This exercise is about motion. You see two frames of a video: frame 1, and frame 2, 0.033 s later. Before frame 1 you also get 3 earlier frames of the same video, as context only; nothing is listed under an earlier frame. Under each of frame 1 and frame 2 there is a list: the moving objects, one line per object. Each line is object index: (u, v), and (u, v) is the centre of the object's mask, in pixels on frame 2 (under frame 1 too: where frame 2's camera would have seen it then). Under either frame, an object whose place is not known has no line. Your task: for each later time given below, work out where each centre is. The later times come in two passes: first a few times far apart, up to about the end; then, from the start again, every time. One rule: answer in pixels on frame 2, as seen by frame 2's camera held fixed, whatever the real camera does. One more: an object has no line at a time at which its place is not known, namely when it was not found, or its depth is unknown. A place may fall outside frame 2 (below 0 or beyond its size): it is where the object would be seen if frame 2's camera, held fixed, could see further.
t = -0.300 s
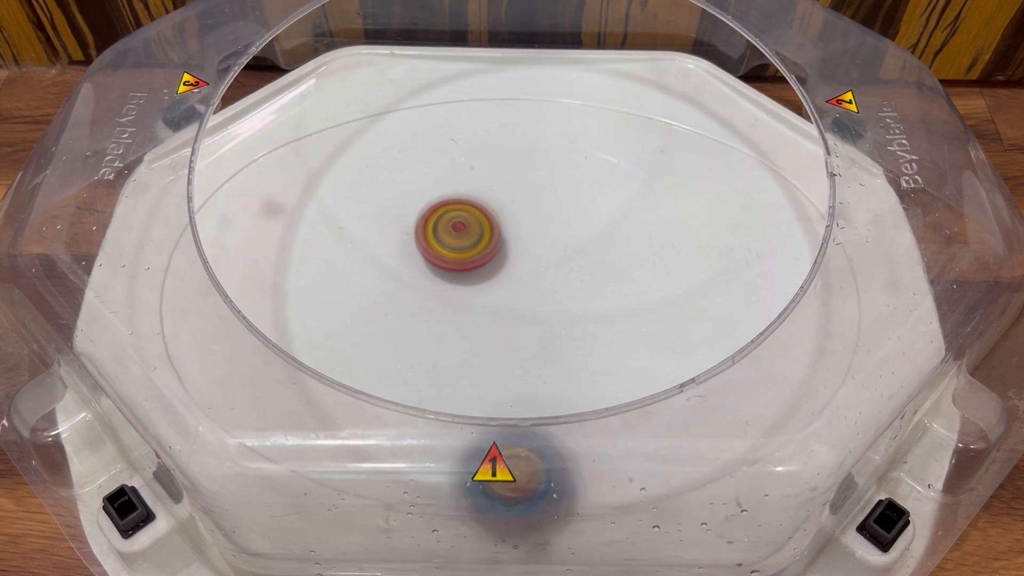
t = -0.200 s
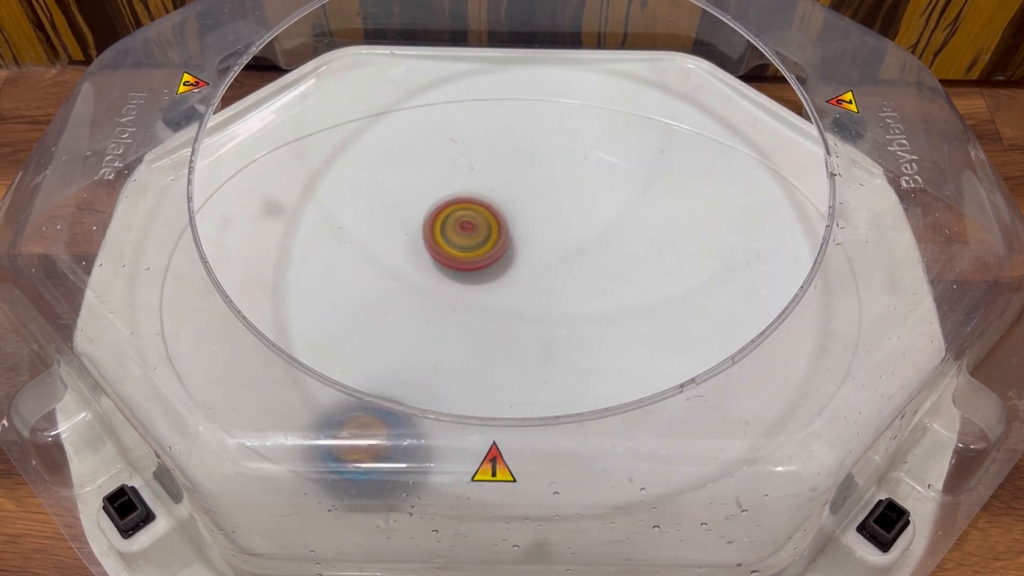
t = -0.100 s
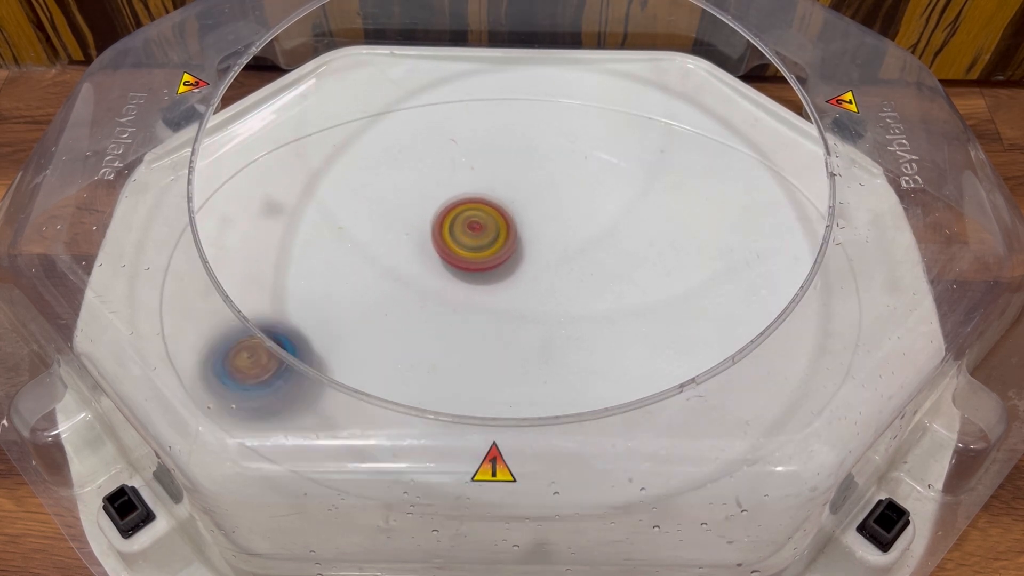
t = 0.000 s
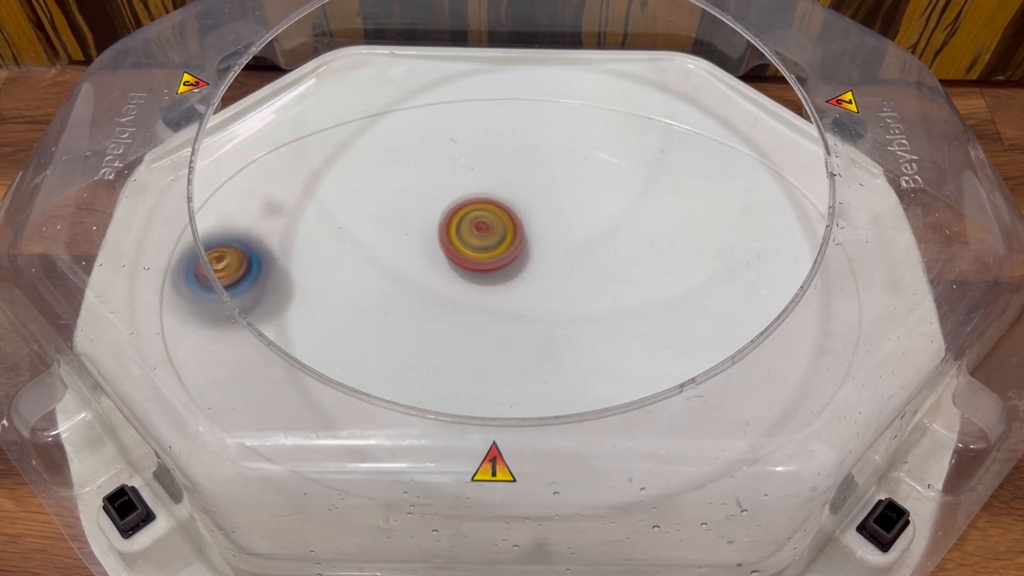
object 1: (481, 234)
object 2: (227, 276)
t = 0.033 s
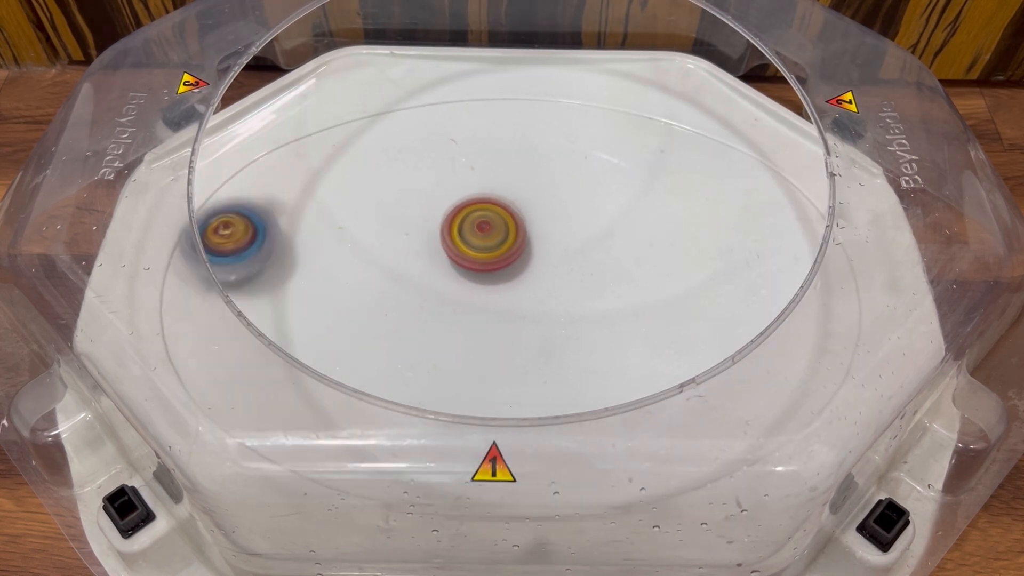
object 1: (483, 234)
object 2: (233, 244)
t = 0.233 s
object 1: (496, 235)
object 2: (389, 114)
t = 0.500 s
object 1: (515, 243)
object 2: (688, 123)
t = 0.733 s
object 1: (534, 249)
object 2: (855, 279)
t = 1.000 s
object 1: (553, 260)
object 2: (684, 468)
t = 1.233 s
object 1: (572, 267)
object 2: (357, 438)
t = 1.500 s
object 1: (586, 280)
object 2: (258, 208)
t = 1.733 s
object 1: (595, 290)
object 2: (463, 95)
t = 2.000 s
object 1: (600, 301)
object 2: (719, 149)
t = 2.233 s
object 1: (600, 310)
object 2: (828, 329)
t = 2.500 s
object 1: (590, 319)
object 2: (573, 478)
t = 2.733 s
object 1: (577, 326)
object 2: (276, 383)
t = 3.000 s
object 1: (563, 329)
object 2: (279, 171)
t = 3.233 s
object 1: (544, 321)
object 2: (494, 101)
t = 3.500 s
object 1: (514, 305)
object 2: (753, 202)
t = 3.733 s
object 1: (492, 297)
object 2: (764, 384)
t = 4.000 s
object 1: (474, 290)
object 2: (444, 465)
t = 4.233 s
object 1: (464, 285)
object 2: (262, 329)
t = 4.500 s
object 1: (460, 279)
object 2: (358, 158)
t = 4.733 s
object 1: (463, 273)
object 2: (581, 140)
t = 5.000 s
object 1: (470, 265)
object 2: (767, 273)
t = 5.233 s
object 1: (479, 260)
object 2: (679, 411)
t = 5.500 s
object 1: (491, 255)
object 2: (417, 390)
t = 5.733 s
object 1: (501, 255)
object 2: (335, 269)
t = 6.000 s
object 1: (512, 256)
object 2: (476, 170)
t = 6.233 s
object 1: (520, 259)
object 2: (643, 206)
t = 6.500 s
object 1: (529, 265)
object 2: (673, 331)
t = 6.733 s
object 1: (536, 272)
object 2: (519, 368)
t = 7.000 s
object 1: (542, 279)
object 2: (421, 269)
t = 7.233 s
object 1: (545, 286)
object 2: (509, 206)
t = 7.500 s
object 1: (542, 303)
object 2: (627, 265)
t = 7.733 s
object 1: (501, 323)
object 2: (642, 310)
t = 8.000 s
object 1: (481, 337)
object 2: (585, 316)
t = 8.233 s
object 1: (457, 339)
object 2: (578, 308)
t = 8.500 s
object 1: (432, 331)
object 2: (554, 286)
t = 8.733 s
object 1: (412, 320)
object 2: (545, 249)
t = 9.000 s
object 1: (401, 300)
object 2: (578, 237)
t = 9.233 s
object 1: (401, 278)
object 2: (568, 260)
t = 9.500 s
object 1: (409, 255)
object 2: (501, 285)
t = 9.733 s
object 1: (390, 225)
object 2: (525, 298)
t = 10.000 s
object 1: (407, 216)
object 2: (530, 307)
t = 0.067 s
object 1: (485, 234)
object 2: (245, 214)
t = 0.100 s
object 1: (488, 234)
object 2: (266, 186)
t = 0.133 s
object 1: (490, 234)
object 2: (290, 164)
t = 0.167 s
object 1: (492, 234)
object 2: (319, 144)
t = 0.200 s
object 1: (494, 234)
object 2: (353, 127)
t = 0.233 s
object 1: (496, 235)
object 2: (389, 114)
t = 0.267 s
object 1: (498, 236)
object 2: (428, 103)
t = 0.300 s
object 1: (500, 236)
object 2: (469, 96)
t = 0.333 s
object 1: (502, 238)
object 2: (508, 94)
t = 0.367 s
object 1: (504, 239)
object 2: (549, 96)
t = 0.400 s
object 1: (507, 240)
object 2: (586, 100)
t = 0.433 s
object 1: (510, 241)
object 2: (624, 106)
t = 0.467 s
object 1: (512, 242)
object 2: (656, 113)
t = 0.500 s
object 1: (515, 243)
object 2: (688, 123)
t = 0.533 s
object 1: (518, 244)
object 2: (717, 137)
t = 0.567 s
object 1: (521, 245)
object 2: (744, 157)
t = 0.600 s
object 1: (523, 245)
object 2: (771, 173)
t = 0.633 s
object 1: (526, 246)
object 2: (795, 195)
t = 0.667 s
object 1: (529, 247)
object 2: (825, 222)
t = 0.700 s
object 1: (531, 248)
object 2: (843, 250)
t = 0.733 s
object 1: (534, 249)
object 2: (855, 279)
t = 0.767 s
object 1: (537, 250)
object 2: (855, 309)
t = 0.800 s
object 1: (539, 251)
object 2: (853, 337)
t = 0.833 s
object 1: (541, 252)
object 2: (840, 366)
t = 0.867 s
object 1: (543, 254)
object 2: (823, 391)
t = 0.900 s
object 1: (545, 256)
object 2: (794, 415)
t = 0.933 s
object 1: (547, 258)
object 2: (765, 436)
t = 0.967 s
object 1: (550, 259)
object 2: (725, 455)
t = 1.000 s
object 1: (553, 260)
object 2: (684, 468)
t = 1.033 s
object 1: (556, 262)
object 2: (638, 476)
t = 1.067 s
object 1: (558, 262)
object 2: (595, 481)
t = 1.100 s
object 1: (561, 263)
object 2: (551, 483)
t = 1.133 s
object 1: (564, 264)
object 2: (497, 477)
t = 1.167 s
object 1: (567, 265)
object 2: (445, 467)
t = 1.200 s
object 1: (569, 266)
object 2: (399, 456)
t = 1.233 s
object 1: (572, 267)
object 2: (357, 438)
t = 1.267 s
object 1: (575, 269)
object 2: (319, 413)
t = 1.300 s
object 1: (577, 270)
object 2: (289, 383)
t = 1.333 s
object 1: (579, 272)
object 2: (267, 355)
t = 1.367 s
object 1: (581, 274)
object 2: (253, 328)
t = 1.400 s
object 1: (583, 275)
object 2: (243, 297)
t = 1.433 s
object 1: (584, 277)
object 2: (240, 265)
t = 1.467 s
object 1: (586, 279)
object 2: (245, 234)
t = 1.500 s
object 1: (586, 280)
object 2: (258, 208)
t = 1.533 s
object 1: (588, 281)
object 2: (276, 182)
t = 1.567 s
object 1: (589, 283)
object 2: (299, 161)
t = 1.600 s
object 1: (591, 285)
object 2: (325, 142)
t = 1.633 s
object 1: (592, 286)
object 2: (355, 126)
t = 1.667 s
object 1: (592, 287)
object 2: (389, 111)
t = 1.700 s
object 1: (594, 289)
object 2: (425, 102)
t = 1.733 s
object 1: (595, 290)
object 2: (463, 95)
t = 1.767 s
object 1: (595, 291)
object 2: (499, 93)
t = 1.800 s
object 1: (596, 293)
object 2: (534, 95)
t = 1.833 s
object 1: (597, 294)
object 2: (570, 98)
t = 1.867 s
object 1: (598, 295)
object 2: (605, 105)
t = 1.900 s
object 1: (599, 297)
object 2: (636, 112)
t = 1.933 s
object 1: (599, 299)
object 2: (666, 122)
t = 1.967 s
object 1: (600, 300)
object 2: (694, 134)
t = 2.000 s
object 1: (600, 301)
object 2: (719, 149)
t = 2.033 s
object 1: (600, 302)
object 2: (746, 168)
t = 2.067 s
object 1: (601, 304)
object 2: (771, 189)
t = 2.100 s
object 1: (601, 305)
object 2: (794, 212)
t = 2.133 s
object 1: (601, 306)
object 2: (815, 239)
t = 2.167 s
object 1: (601, 308)
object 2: (827, 269)
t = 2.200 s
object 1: (600, 308)
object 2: (833, 298)
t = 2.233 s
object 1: (600, 310)
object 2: (828, 329)
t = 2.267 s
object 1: (600, 312)
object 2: (816, 362)
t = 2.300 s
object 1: (599, 312)
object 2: (797, 388)
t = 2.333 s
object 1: (598, 314)
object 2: (769, 412)
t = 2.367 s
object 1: (597, 315)
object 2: (736, 433)
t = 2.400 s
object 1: (596, 316)
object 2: (697, 455)
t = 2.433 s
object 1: (594, 317)
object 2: (657, 466)
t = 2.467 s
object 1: (592, 318)
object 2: (616, 474)
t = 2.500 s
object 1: (590, 319)
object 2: (573, 478)
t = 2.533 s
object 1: (588, 321)
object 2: (526, 477)
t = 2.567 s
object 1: (586, 322)
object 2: (475, 475)
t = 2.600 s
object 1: (584, 322)
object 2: (424, 465)
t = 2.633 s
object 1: (582, 324)
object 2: (383, 454)
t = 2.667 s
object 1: (580, 325)
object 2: (342, 435)
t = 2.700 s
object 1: (579, 326)
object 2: (304, 400)
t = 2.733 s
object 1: (577, 326)
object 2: (276, 383)
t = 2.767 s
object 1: (575, 327)
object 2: (255, 357)
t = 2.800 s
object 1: (573, 328)
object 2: (239, 330)
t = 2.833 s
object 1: (572, 328)
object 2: (231, 302)
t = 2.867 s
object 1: (570, 328)
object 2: (227, 273)
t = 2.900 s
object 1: (568, 329)
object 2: (233, 244)
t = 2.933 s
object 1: (567, 329)
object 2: (241, 216)
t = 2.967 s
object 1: (565, 329)
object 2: (257, 192)
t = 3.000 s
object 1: (563, 329)
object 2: (279, 171)
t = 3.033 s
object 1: (560, 329)
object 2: (301, 153)
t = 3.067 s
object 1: (558, 328)
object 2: (327, 137)
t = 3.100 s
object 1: (555, 327)
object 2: (357, 124)
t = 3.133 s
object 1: (553, 326)
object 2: (389, 112)
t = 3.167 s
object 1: (550, 325)
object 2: (423, 104)
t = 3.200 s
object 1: (547, 323)
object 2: (460, 101)
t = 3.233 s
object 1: (544, 321)
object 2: (494, 101)
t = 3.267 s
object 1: (540, 320)
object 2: (531, 104)
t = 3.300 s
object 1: (536, 317)
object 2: (565, 110)
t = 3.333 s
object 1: (532, 315)
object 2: (601, 118)
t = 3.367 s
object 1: (528, 313)
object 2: (634, 128)
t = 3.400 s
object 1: (524, 311)
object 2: (666, 142)
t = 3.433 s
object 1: (521, 309)
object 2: (697, 160)
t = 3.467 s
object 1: (517, 307)
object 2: (727, 180)
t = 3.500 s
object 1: (514, 305)
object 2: (753, 202)
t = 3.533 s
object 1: (511, 304)
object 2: (774, 227)
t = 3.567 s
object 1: (507, 303)
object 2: (785, 249)
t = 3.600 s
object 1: (504, 302)
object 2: (800, 278)
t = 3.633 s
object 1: (501, 300)
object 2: (801, 309)
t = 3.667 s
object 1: (497, 299)
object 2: (797, 335)
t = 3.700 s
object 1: (495, 299)
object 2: (783, 362)
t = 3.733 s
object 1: (492, 297)
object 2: (764, 384)
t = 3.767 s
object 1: (490, 296)
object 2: (738, 407)
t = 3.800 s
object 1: (487, 295)
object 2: (710, 427)
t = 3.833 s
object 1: (485, 294)
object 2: (673, 443)
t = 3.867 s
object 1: (483, 293)
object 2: (631, 457)
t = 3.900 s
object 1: (481, 292)
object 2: (586, 465)
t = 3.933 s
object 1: (478, 291)
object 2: (546, 470)
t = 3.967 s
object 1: (476, 291)
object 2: (492, 469)
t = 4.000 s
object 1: (474, 290)
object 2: (444, 465)
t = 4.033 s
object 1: (473, 289)
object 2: (405, 456)
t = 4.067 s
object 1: (471, 288)
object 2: (368, 443)
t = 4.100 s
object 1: (469, 288)
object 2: (337, 419)
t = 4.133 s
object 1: (468, 287)
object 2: (309, 393)
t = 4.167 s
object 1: (467, 286)
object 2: (287, 376)
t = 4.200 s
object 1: (465, 285)
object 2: (273, 353)
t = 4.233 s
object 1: (464, 285)
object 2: (262, 329)
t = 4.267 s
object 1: (463, 284)
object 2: (251, 302)
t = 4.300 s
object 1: (462, 283)
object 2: (253, 275)
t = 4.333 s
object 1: (462, 282)
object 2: (258, 252)
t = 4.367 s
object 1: (461, 281)
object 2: (270, 229)
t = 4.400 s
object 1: (461, 281)
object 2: (289, 208)
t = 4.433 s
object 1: (461, 280)
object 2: (307, 188)
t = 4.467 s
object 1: (460, 280)
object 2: (333, 172)
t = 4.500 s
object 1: (460, 279)
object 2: (358, 158)
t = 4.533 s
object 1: (460, 278)
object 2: (385, 147)
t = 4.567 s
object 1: (460, 277)
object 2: (414, 138)
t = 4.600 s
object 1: (461, 277)
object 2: (445, 132)
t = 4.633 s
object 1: (461, 276)
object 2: (478, 129)
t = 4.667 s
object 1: (461, 275)
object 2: (511, 130)
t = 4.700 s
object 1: (462, 274)
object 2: (547, 134)
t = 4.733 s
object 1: (463, 273)
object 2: (581, 140)
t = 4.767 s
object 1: (463, 272)
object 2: (611, 149)
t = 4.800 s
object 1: (464, 271)
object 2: (643, 159)
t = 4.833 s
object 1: (464, 271)
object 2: (671, 172)
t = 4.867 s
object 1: (466, 269)
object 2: (700, 194)
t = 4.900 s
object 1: (467, 268)
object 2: (724, 213)
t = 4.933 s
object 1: (468, 267)
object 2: (741, 231)
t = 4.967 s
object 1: (469, 266)
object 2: (758, 252)
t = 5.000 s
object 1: (470, 265)
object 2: (767, 273)
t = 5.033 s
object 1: (471, 264)
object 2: (771, 297)
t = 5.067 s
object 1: (472, 264)
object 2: (768, 320)
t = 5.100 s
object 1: (474, 263)
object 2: (758, 342)
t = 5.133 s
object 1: (475, 261)
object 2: (743, 362)
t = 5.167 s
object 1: (476, 261)
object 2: (723, 378)
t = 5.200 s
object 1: (477, 260)
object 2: (704, 396)
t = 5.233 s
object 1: (479, 260)
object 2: (679, 411)
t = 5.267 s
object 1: (481, 259)
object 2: (647, 424)
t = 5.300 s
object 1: (482, 258)
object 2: (614, 431)
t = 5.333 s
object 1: (484, 257)
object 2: (581, 432)
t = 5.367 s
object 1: (486, 257)
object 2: (549, 433)
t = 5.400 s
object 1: (487, 256)
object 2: (516, 427)
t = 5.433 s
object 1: (489, 256)
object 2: (476, 418)
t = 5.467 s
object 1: (490, 256)
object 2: (446, 414)
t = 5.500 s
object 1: (491, 255)
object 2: (417, 390)
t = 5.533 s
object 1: (493, 255)
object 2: (395, 374)
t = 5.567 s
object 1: (494, 255)
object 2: (367, 359)
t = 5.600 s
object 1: (496, 255)
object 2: (359, 348)
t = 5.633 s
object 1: (497, 255)
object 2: (344, 328)
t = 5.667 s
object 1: (498, 255)
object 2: (340, 310)
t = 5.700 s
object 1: (500, 254)
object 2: (334, 288)
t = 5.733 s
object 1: (501, 255)
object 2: (335, 269)
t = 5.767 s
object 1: (503, 255)
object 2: (344, 252)
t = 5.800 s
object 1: (504, 255)
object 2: (356, 235)
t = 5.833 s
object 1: (505, 255)
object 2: (371, 220)
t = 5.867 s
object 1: (506, 255)
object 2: (388, 206)
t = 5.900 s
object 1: (508, 255)
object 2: (408, 194)
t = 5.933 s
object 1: (509, 255)
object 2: (428, 182)
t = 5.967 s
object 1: (510, 256)
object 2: (452, 175)
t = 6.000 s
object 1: (512, 256)
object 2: (476, 170)
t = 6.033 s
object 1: (513, 257)
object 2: (501, 168)
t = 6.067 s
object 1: (514, 257)
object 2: (527, 169)
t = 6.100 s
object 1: (515, 257)
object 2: (551, 172)
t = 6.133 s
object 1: (517, 257)
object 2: (577, 177)
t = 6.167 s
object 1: (518, 258)
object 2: (601, 186)
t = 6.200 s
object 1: (519, 258)
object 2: (623, 194)
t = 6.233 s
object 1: (520, 259)
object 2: (643, 206)
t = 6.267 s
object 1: (521, 259)
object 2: (657, 220)
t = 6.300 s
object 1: (522, 260)
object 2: (671, 237)
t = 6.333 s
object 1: (523, 260)
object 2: (684, 254)
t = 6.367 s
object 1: (524, 261)
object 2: (691, 271)
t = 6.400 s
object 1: (526, 262)
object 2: (697, 287)
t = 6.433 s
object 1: (527, 263)
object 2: (696, 304)
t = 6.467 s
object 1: (528, 264)
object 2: (685, 317)
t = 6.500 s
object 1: (529, 265)
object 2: (673, 331)
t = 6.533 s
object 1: (530, 266)
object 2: (656, 344)
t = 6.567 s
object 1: (531, 266)
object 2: (636, 352)
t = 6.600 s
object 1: (532, 267)
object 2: (617, 363)
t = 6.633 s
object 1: (533, 268)
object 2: (592, 367)
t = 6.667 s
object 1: (534, 269)
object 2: (569, 369)
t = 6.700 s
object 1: (535, 271)
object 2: (543, 371)
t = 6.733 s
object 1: (536, 272)
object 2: (519, 368)
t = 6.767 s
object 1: (537, 273)
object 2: (496, 363)
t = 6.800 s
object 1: (538, 274)
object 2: (473, 354)
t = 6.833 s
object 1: (539, 275)
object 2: (454, 344)
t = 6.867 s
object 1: (540, 276)
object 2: (439, 331)
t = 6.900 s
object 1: (541, 277)
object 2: (427, 314)
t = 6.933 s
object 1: (541, 277)
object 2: (420, 297)
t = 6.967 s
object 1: (542, 278)
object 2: (418, 283)
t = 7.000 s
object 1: (542, 279)
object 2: (421, 269)
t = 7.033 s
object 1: (543, 280)
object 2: (423, 252)
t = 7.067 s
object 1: (543, 281)
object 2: (430, 237)
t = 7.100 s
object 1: (544, 282)
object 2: (440, 226)
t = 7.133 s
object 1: (544, 283)
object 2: (455, 215)
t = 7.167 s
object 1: (545, 284)
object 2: (472, 209)
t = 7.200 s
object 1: (545, 285)
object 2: (492, 206)
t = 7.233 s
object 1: (545, 286)
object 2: (509, 206)
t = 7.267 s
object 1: (545, 286)
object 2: (532, 208)
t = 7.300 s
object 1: (544, 289)
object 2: (552, 211)
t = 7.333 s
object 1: (544, 293)
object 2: (569, 213)
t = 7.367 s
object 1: (544, 296)
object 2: (586, 219)
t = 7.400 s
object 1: (544, 297)
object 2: (602, 228)
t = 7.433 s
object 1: (544, 299)
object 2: (612, 241)
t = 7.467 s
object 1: (544, 301)
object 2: (621, 251)
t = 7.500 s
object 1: (542, 303)
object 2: (627, 265)
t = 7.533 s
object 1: (541, 305)
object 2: (633, 277)
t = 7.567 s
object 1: (533, 307)
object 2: (640, 286)
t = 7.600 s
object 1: (520, 310)
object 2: (650, 295)
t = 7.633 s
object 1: (511, 314)
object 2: (653, 301)
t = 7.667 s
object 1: (506, 316)
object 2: (652, 306)
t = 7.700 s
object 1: (503, 320)
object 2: (647, 308)
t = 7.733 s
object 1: (501, 323)
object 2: (642, 310)
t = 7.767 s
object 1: (498, 325)
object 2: (635, 312)
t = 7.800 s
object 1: (497, 328)
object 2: (627, 314)
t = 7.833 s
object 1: (495, 331)
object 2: (618, 315)
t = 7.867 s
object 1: (493, 332)
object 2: (609, 315)
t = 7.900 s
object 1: (491, 334)
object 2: (600, 315)
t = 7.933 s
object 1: (489, 335)
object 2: (591, 315)
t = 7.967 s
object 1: (487, 336)
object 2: (583, 315)
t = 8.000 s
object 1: (481, 337)
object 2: (585, 316)
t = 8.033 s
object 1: (477, 338)
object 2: (586, 315)
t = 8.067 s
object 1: (473, 339)
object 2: (586, 315)
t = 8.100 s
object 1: (470, 339)
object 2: (587, 313)
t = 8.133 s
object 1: (467, 340)
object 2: (584, 312)
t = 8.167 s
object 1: (464, 340)
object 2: (583, 313)
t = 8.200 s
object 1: (460, 340)
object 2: (582, 311)
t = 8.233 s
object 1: (457, 339)
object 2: (578, 308)
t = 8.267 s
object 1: (454, 339)
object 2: (578, 308)
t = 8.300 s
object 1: (451, 339)
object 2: (575, 306)
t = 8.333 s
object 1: (447, 338)
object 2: (571, 304)
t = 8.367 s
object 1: (444, 337)
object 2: (568, 302)
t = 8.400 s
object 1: (442, 336)
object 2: (565, 298)
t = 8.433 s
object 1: (439, 334)
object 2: (561, 295)
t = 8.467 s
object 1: (436, 333)
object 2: (557, 291)
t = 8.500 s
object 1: (432, 331)
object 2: (554, 286)
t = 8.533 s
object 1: (430, 330)
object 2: (548, 281)
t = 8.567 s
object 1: (427, 328)
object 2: (545, 277)
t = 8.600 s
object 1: (424, 326)
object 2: (542, 271)
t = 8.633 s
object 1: (421, 325)
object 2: (541, 265)
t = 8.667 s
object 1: (418, 324)
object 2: (540, 259)
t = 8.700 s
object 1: (415, 321)
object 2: (539, 252)
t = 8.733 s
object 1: (412, 320)
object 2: (545, 249)
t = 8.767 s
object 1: (410, 318)
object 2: (549, 243)
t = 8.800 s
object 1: (408, 316)
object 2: (552, 240)
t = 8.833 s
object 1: (406, 314)
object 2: (556, 234)
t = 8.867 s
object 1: (404, 311)
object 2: (563, 236)
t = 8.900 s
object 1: (403, 309)
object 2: (569, 235)
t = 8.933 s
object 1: (403, 305)
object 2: (573, 234)
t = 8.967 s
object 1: (402, 302)
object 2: (575, 233)
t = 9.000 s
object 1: (401, 300)
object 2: (578, 237)
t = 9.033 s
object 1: (401, 297)
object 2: (580, 240)
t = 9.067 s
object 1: (401, 294)
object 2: (580, 242)
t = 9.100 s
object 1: (401, 291)
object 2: (579, 245)
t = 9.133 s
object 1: (401, 288)
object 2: (576, 248)
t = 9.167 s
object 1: (401, 285)
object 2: (574, 252)
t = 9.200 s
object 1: (401, 281)
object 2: (571, 256)
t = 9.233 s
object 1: (401, 278)
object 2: (568, 260)
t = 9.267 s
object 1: (402, 275)
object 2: (563, 264)
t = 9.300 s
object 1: (403, 272)
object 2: (558, 269)
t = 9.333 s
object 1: (403, 269)
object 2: (551, 273)
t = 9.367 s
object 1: (404, 266)
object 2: (543, 278)
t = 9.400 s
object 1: (406, 263)
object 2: (533, 282)
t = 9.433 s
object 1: (407, 260)
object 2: (522, 283)
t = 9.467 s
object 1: (408, 257)
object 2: (511, 284)
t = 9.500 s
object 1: (409, 255)
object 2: (501, 285)
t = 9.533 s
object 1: (399, 246)
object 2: (506, 288)
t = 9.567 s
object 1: (391, 240)
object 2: (511, 290)
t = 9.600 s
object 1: (389, 237)
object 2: (515, 292)
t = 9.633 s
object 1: (388, 232)
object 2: (519, 293)
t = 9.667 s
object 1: (389, 230)
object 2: (521, 295)
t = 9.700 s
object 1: (389, 227)
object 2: (522, 295)
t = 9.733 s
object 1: (390, 225)
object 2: (525, 298)
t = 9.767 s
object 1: (391, 223)
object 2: (527, 300)
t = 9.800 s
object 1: (393, 221)
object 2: (529, 301)
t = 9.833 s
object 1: (394, 219)
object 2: (529, 302)
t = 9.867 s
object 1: (395, 218)
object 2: (530, 304)
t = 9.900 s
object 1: (398, 217)
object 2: (531, 306)
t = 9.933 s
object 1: (400, 216)
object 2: (531, 307)
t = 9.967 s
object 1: (403, 216)
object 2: (531, 307)
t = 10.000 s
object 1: (407, 216)
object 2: (530, 307)
